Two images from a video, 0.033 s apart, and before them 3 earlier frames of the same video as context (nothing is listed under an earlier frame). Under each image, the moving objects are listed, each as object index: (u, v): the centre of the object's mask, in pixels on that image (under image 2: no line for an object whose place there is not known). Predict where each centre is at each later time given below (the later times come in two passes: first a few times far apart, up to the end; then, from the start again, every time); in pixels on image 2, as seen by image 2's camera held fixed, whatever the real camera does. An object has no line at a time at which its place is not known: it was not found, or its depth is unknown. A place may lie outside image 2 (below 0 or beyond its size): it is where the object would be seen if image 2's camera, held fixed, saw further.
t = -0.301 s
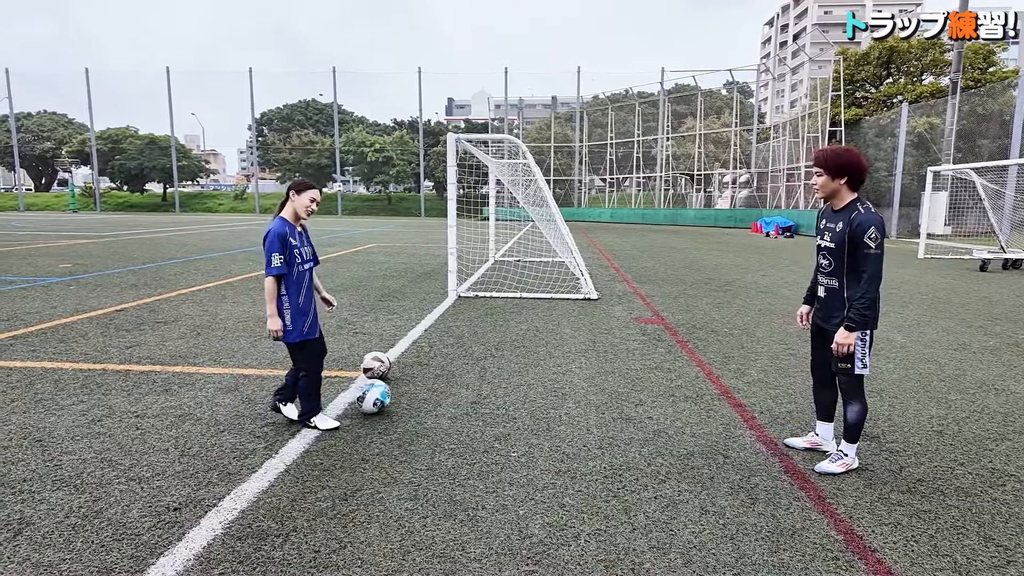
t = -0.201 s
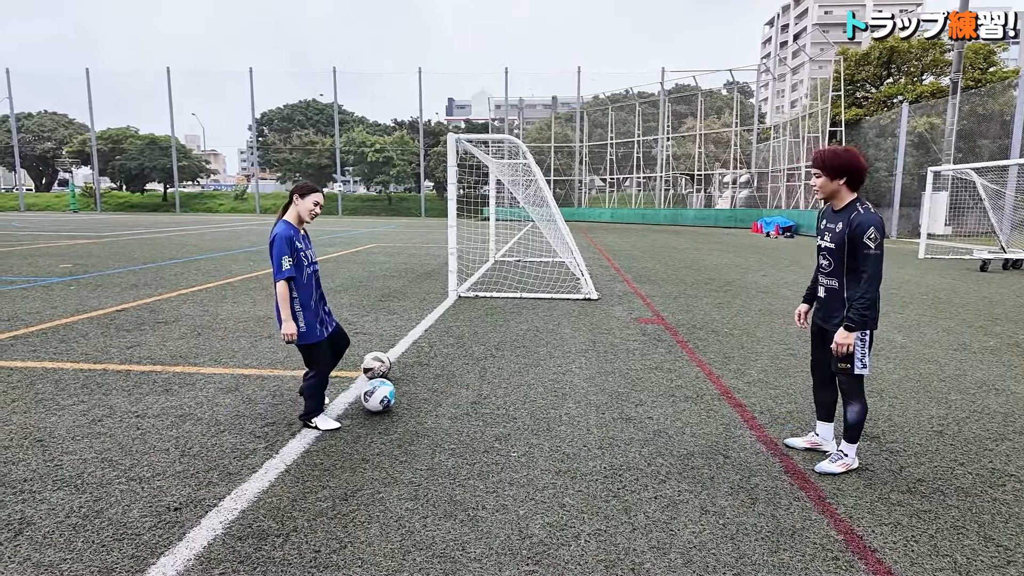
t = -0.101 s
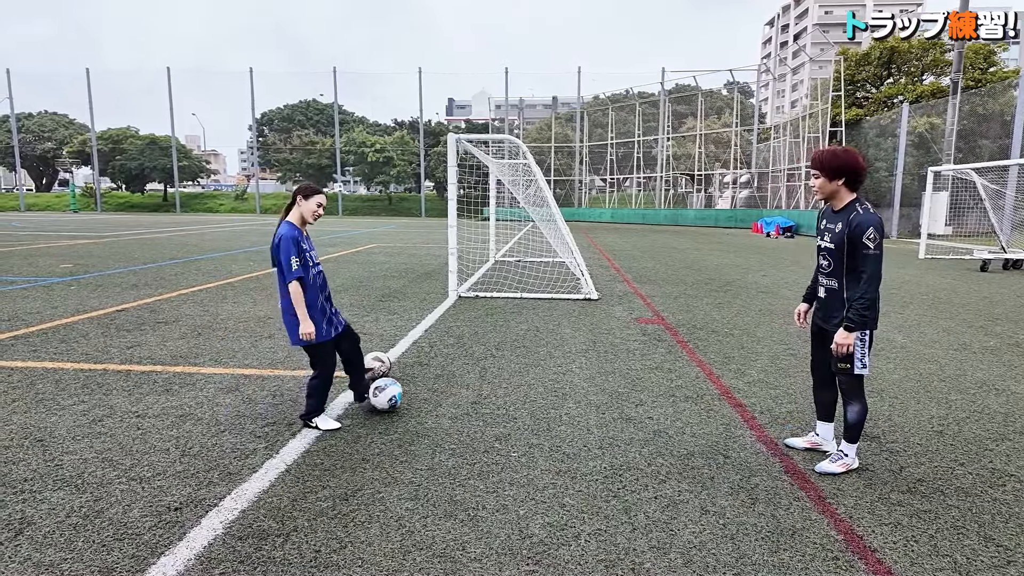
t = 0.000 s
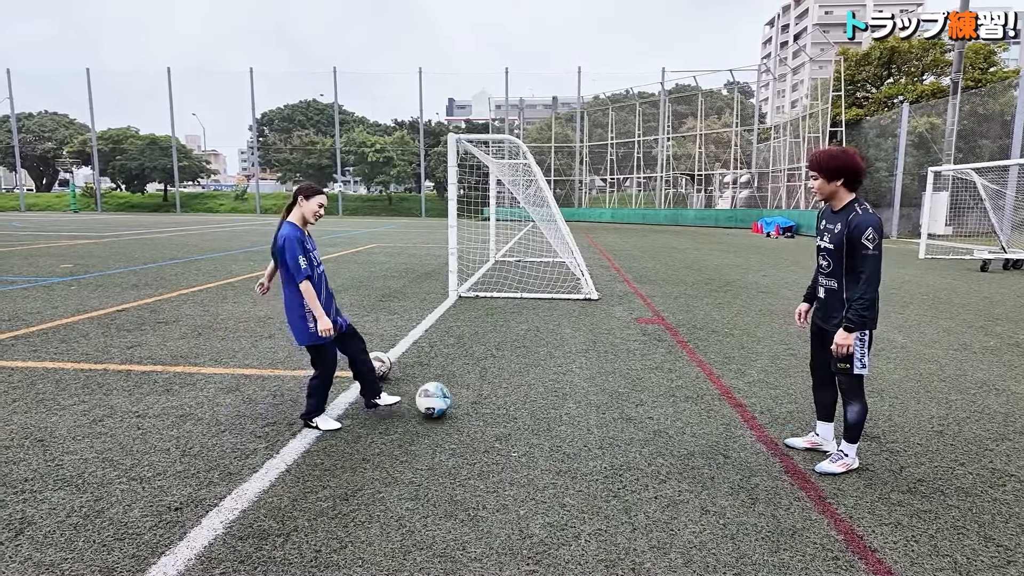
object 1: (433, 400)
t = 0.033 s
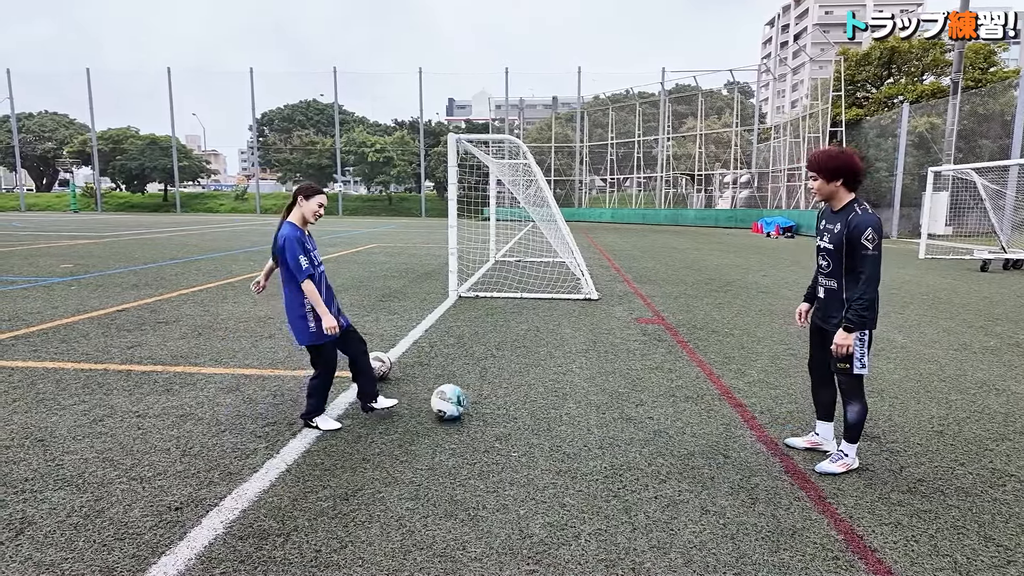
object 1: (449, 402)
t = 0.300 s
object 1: (548, 414)
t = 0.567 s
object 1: (647, 426)
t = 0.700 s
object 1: (699, 430)
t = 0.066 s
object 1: (462, 404)
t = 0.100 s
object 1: (476, 406)
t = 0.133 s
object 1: (488, 406)
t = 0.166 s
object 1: (501, 409)
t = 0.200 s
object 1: (512, 409)
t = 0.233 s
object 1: (525, 410)
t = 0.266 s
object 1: (536, 412)
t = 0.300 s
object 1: (548, 414)
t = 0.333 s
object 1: (561, 416)
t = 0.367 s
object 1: (572, 416)
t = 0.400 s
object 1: (585, 419)
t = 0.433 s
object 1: (597, 420)
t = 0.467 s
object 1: (609, 422)
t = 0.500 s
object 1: (622, 423)
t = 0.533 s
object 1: (635, 426)
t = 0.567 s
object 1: (647, 426)
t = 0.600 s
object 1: (661, 427)
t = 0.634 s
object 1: (673, 430)
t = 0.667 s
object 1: (687, 431)
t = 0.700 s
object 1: (699, 430)
